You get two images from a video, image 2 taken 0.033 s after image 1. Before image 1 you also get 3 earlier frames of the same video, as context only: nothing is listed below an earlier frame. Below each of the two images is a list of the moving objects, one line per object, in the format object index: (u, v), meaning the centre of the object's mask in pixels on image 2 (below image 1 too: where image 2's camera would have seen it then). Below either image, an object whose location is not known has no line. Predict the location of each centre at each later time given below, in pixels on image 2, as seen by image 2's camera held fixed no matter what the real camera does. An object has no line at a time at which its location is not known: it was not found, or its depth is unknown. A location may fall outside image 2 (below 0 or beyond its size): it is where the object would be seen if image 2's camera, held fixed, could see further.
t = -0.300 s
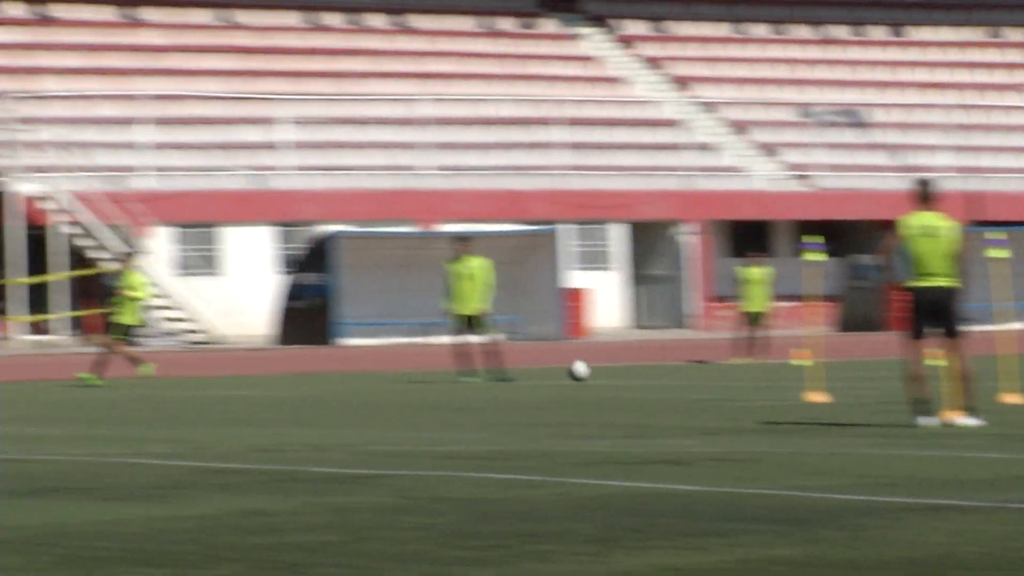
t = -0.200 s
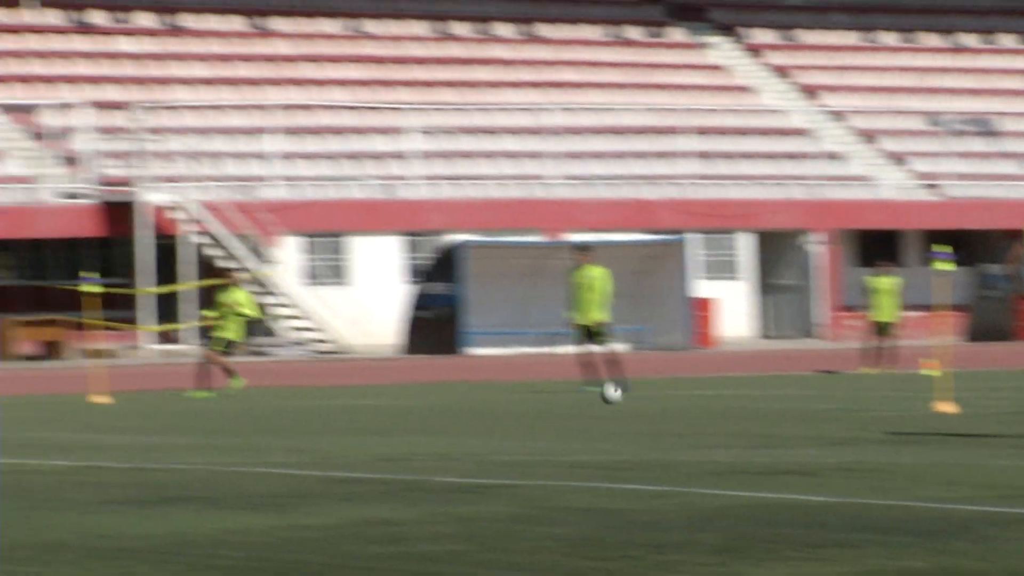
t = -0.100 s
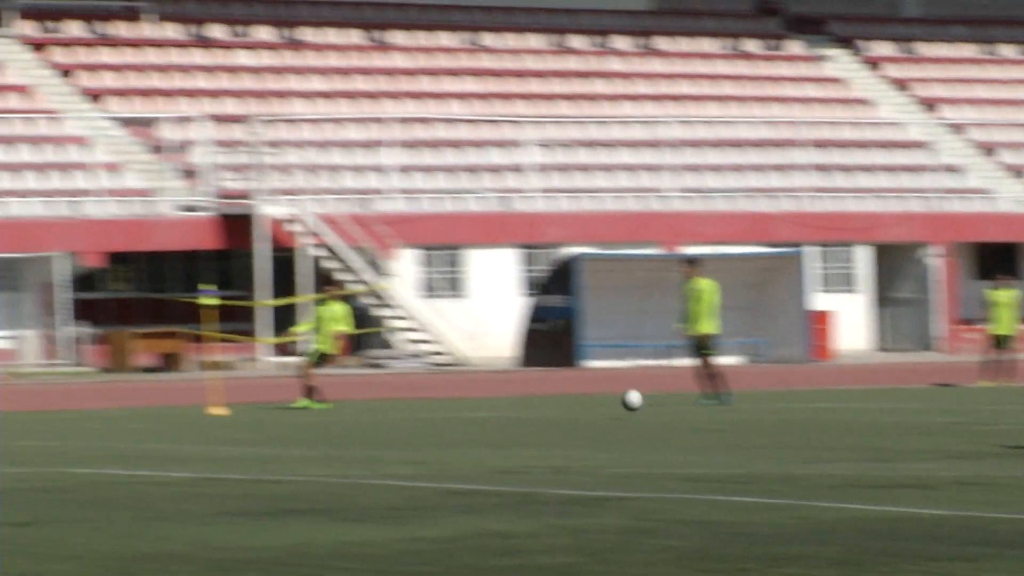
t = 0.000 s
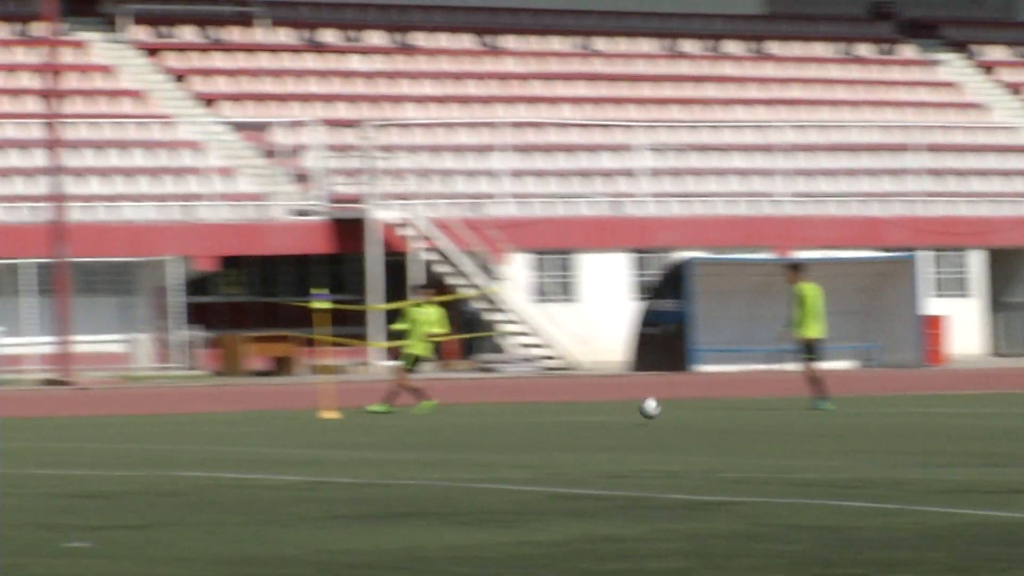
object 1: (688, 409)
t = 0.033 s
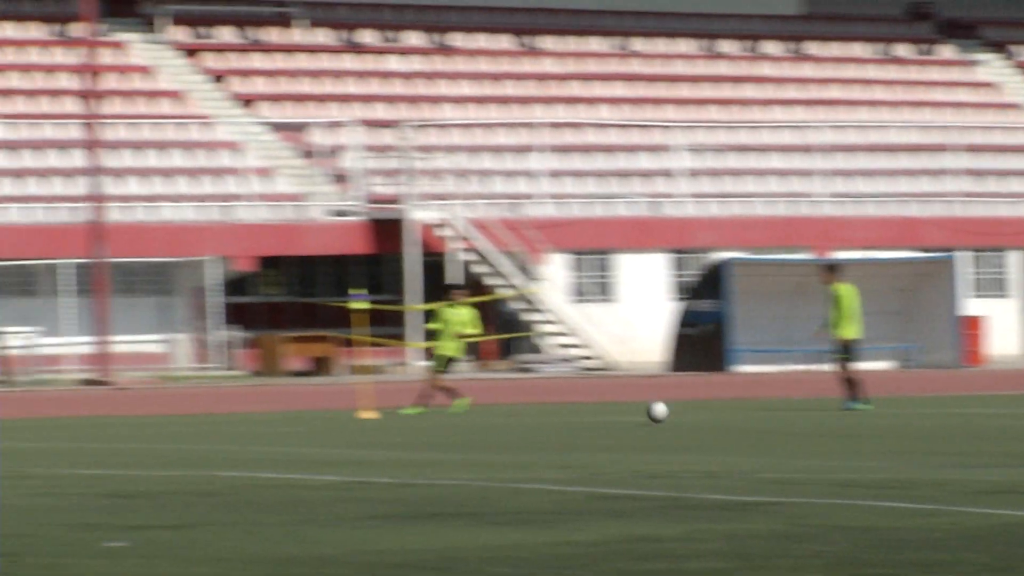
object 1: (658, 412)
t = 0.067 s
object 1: (626, 415)
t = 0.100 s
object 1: (596, 412)
